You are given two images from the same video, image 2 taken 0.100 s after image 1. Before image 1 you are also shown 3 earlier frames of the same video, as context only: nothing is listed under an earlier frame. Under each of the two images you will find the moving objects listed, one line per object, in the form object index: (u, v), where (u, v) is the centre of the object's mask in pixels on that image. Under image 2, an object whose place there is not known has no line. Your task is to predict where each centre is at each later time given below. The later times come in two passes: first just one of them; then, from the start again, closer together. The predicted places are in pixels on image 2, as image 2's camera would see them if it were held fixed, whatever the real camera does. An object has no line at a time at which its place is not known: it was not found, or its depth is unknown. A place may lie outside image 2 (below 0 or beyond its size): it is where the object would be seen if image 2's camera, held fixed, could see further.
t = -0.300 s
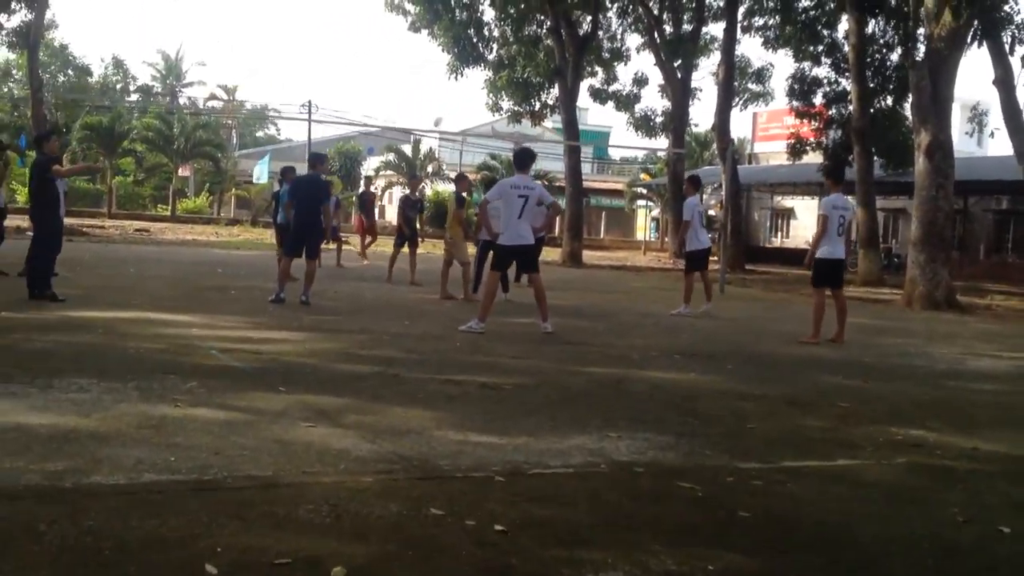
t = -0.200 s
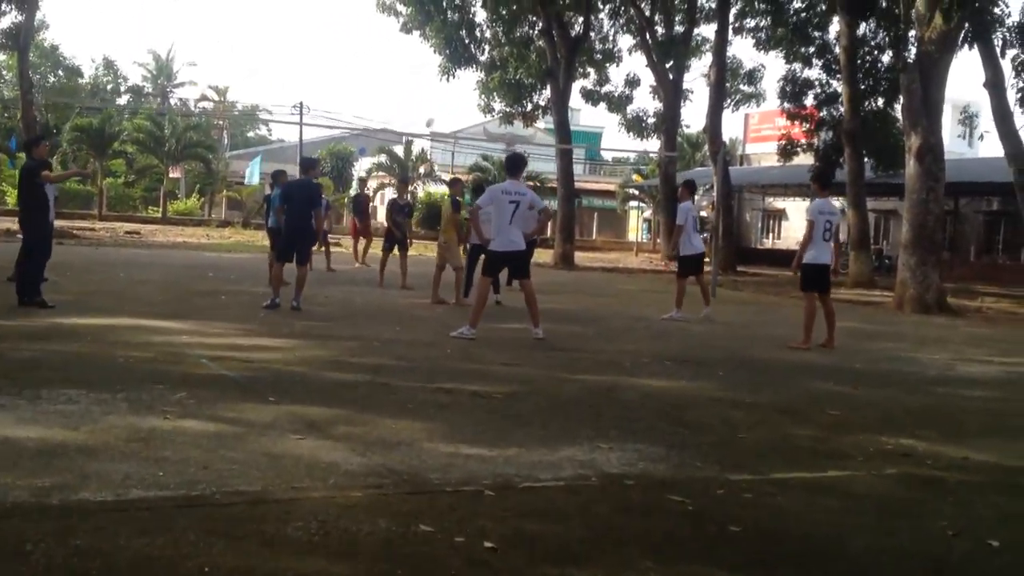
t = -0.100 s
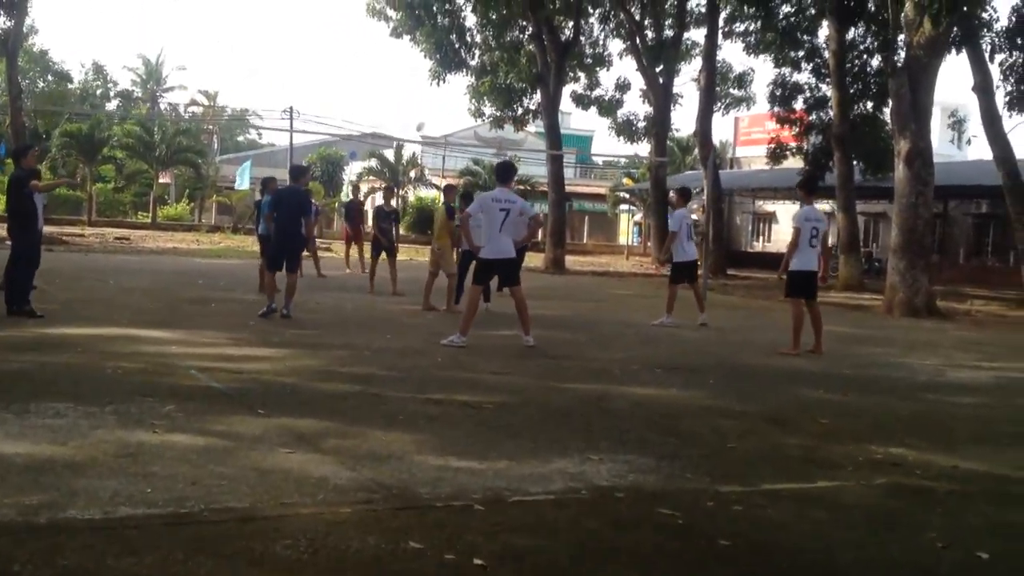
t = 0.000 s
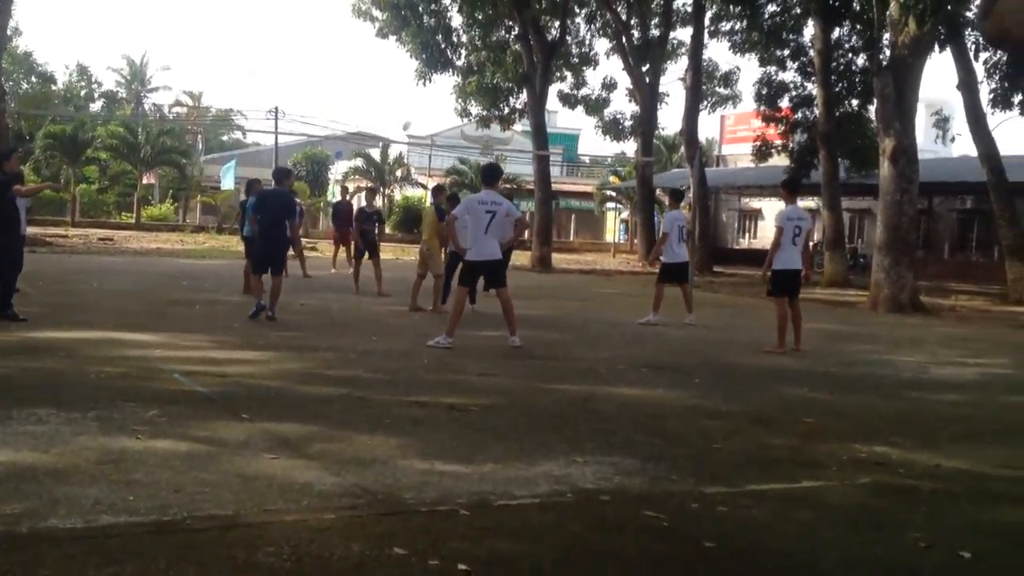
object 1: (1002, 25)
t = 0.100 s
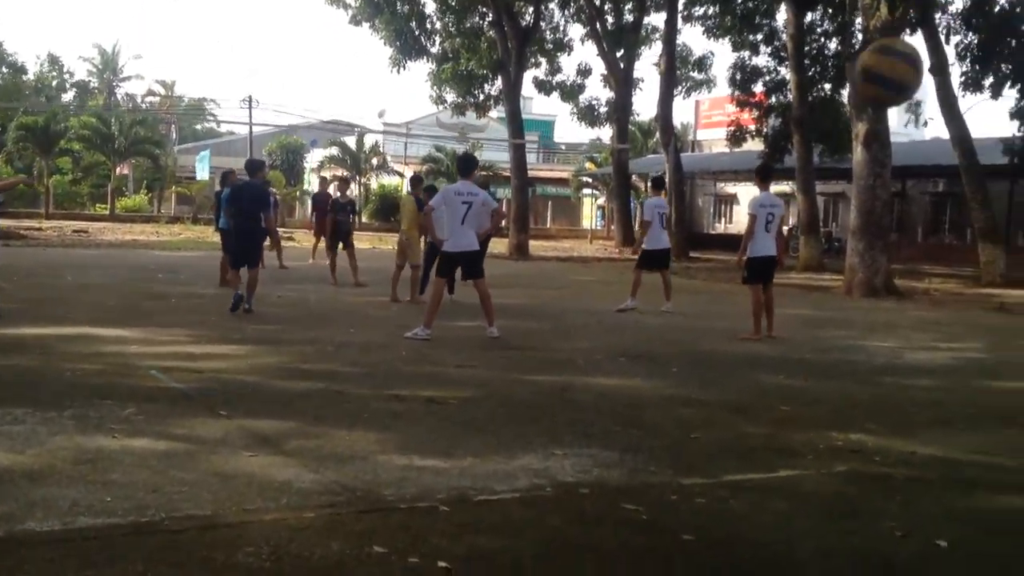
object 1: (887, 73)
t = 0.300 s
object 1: (749, 252)
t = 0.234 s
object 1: (791, 190)
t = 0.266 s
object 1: (769, 219)
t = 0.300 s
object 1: (749, 252)
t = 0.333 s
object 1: (731, 285)
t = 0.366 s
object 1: (715, 321)
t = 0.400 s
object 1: (698, 351)
